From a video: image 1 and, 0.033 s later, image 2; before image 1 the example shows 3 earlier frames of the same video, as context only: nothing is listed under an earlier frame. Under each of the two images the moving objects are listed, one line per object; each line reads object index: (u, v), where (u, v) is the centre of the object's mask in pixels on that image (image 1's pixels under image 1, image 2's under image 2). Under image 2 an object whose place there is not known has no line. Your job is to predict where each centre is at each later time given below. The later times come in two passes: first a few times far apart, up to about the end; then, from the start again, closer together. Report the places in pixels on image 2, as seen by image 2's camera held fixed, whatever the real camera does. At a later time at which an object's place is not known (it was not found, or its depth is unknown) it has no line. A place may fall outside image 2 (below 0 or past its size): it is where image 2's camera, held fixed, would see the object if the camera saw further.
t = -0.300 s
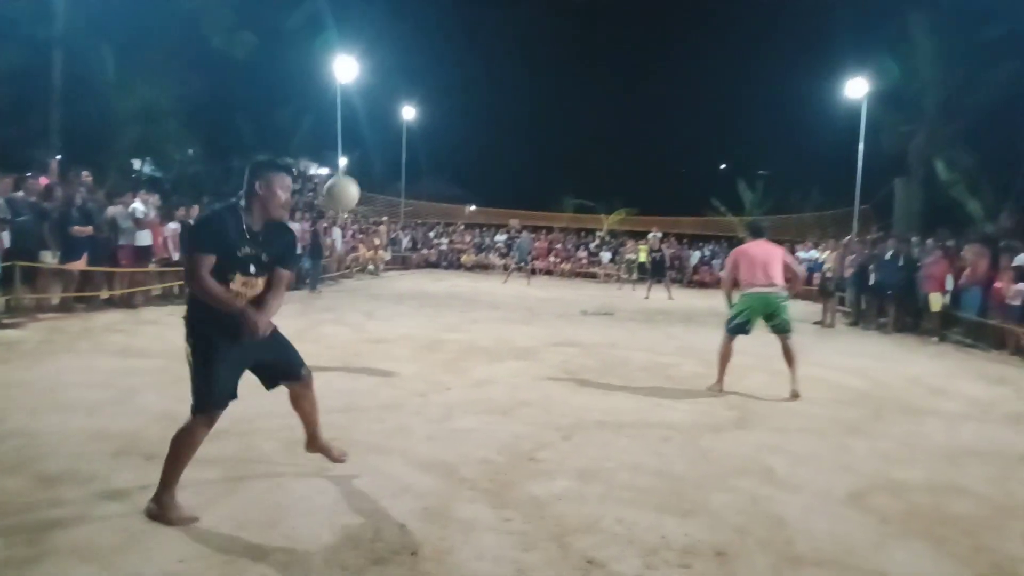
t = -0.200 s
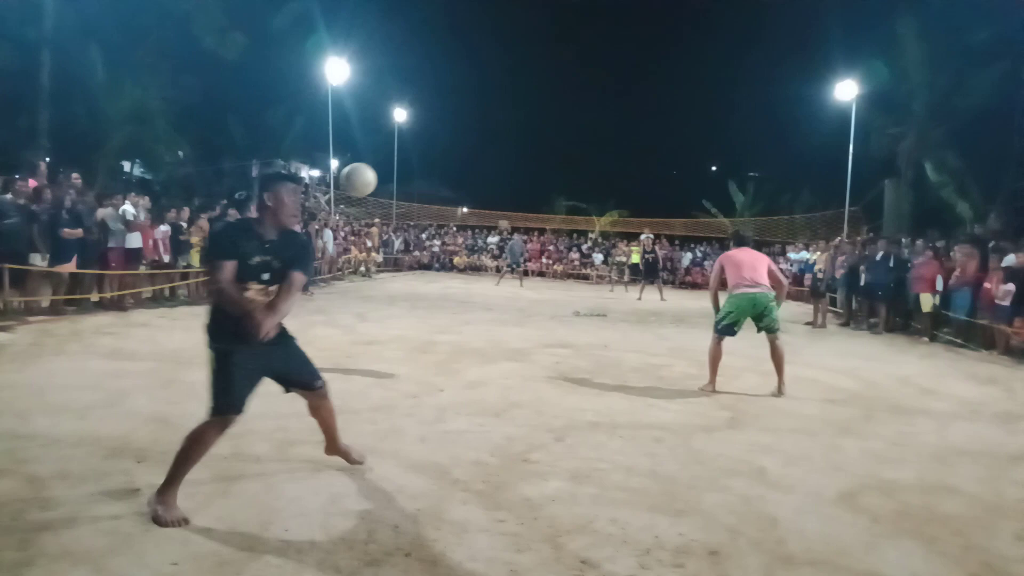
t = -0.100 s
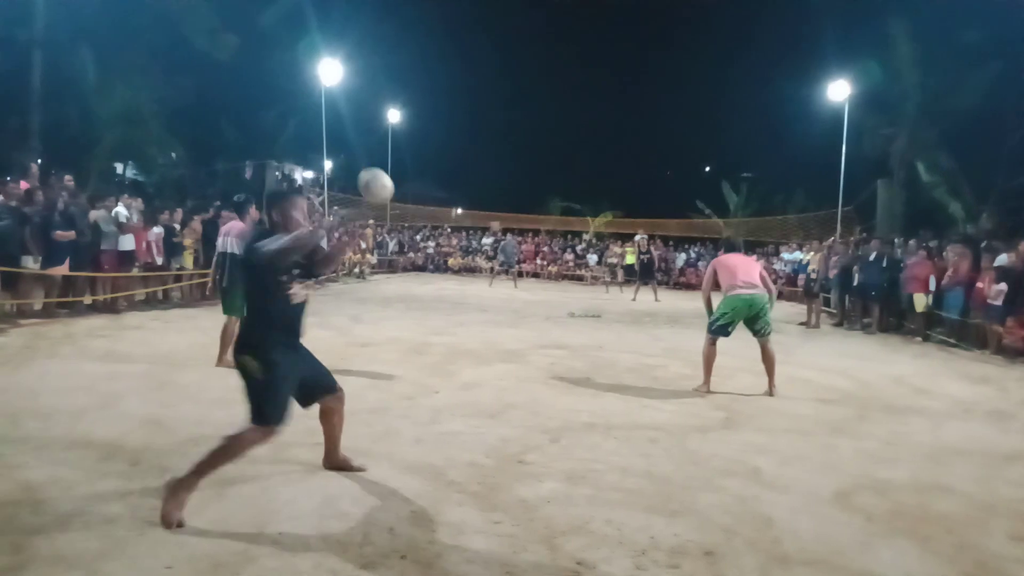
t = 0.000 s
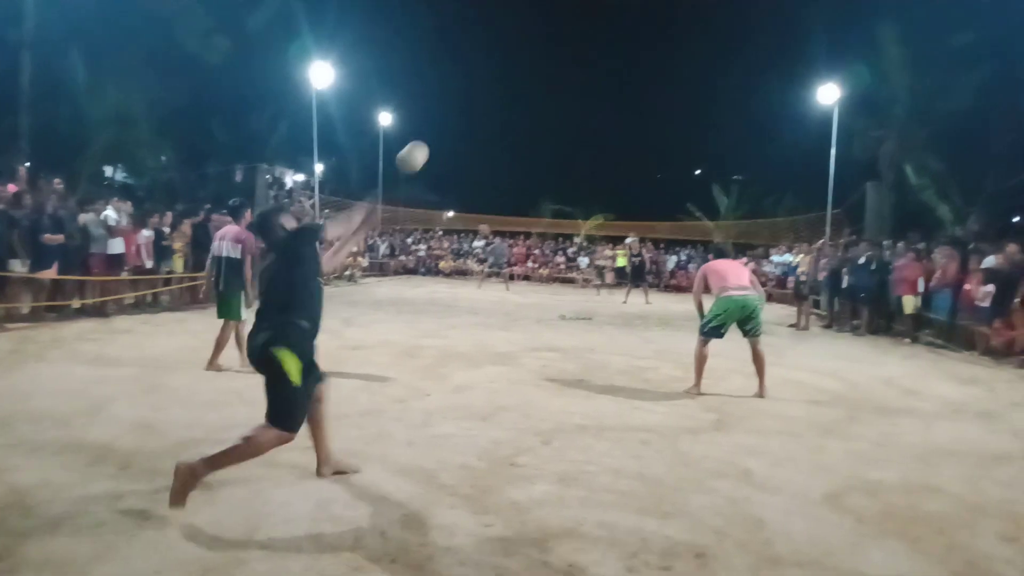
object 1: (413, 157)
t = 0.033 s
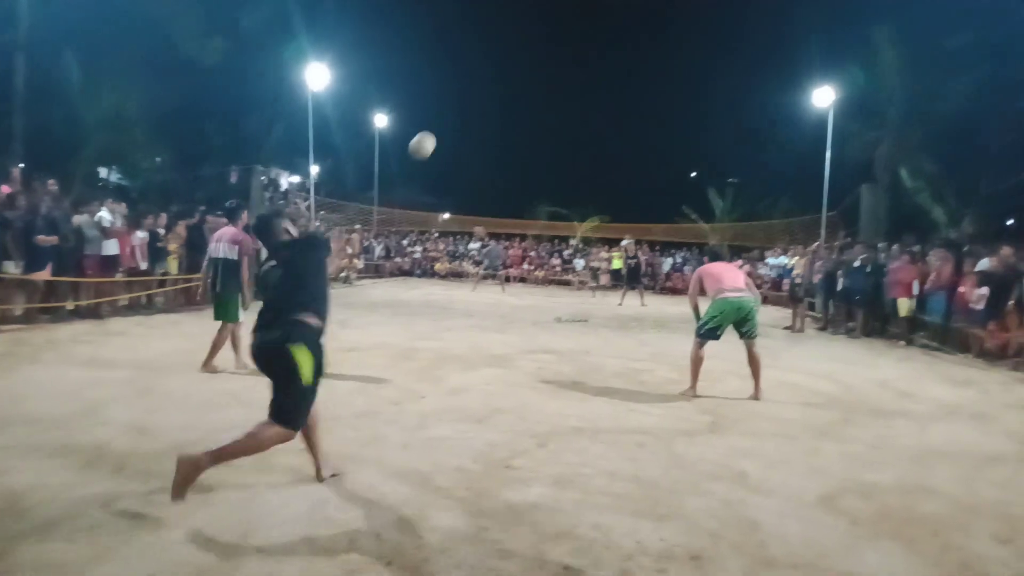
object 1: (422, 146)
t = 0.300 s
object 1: (479, 120)
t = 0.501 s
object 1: (500, 138)
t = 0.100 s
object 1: (443, 128)
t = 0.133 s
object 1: (451, 124)
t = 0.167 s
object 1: (458, 120)
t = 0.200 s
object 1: (464, 119)
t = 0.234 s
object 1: (470, 118)
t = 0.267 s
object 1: (475, 118)
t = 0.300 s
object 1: (479, 120)
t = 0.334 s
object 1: (484, 122)
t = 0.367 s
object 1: (488, 124)
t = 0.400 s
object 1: (492, 127)
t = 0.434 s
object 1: (495, 130)
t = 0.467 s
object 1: (497, 134)
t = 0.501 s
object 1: (500, 138)
